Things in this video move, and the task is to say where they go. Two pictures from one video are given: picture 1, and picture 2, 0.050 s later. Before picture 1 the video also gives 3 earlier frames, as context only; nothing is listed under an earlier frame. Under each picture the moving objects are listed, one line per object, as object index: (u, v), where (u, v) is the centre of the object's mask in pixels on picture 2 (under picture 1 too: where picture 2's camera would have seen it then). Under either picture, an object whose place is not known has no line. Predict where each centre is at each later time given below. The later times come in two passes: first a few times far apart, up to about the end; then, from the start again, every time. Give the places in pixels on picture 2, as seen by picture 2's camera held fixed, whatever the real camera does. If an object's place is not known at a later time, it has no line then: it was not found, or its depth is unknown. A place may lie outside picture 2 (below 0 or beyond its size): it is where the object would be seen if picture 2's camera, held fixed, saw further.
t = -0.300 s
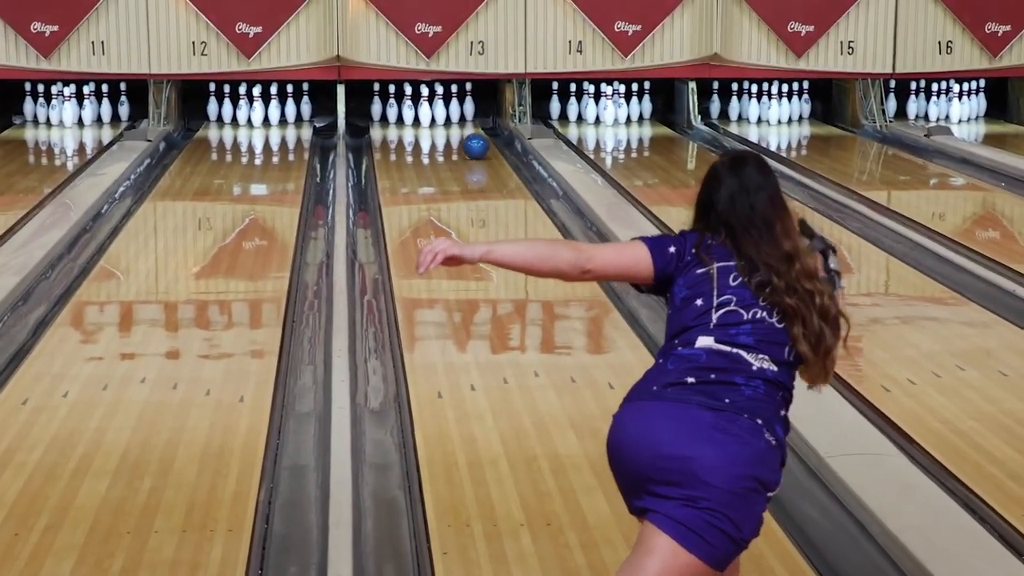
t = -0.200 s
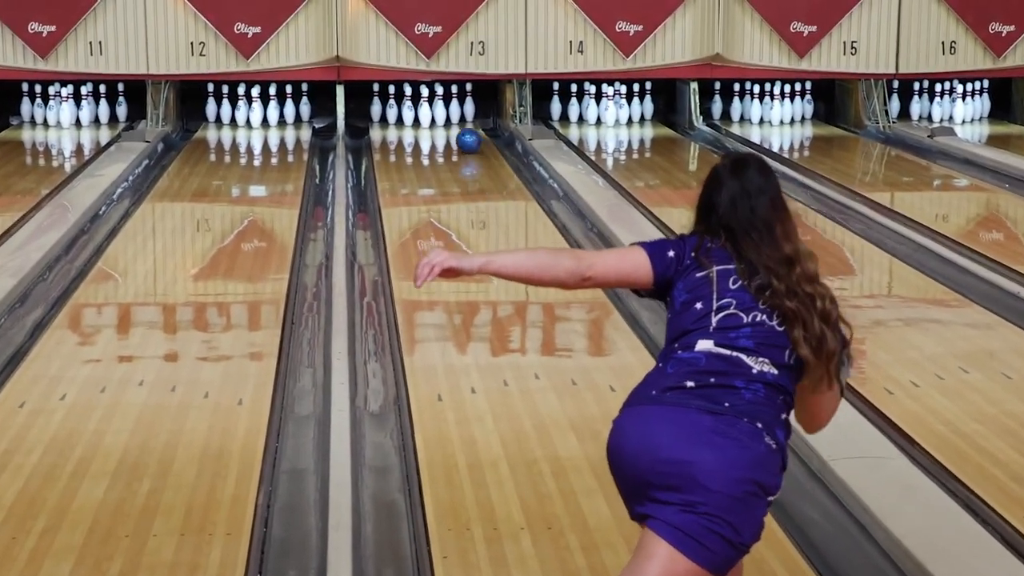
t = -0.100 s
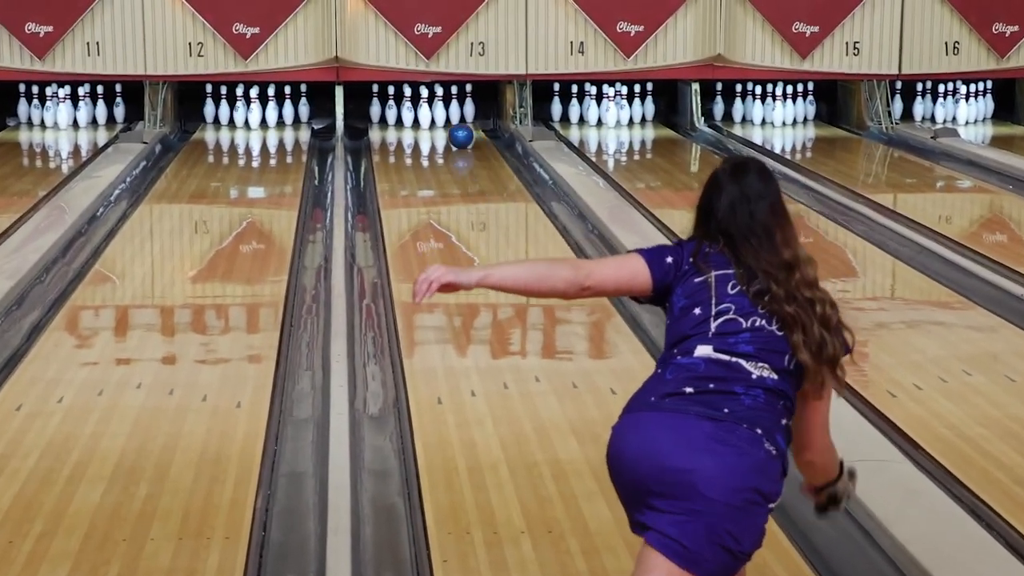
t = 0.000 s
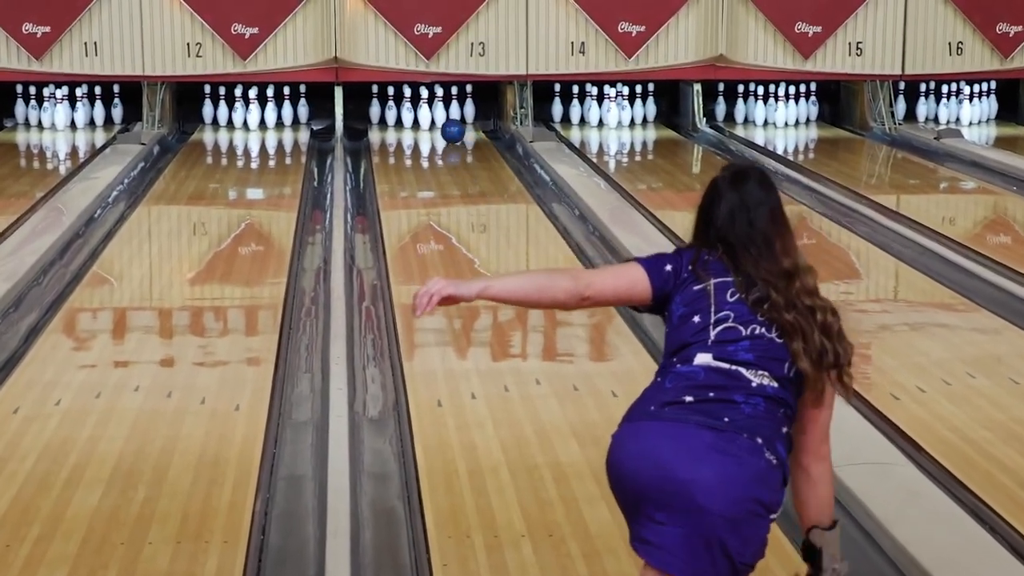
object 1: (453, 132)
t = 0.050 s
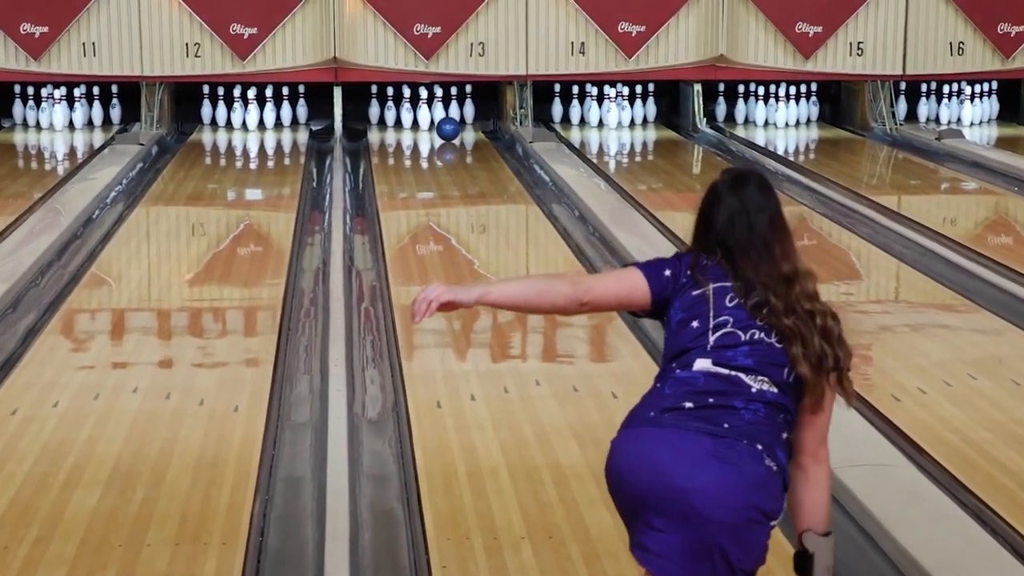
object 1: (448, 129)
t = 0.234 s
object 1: (430, 119)
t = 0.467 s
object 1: (413, 112)
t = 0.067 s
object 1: (447, 127)
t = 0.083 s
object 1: (445, 126)
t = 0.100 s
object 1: (443, 126)
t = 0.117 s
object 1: (442, 126)
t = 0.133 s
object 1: (440, 125)
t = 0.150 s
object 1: (439, 124)
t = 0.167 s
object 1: (436, 122)
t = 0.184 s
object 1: (435, 121)
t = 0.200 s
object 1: (433, 120)
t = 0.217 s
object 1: (431, 120)
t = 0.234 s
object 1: (430, 119)
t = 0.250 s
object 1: (428, 118)
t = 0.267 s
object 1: (428, 118)
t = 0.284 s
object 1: (427, 117)
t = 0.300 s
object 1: (427, 117)
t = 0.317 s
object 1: (426, 116)
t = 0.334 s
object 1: (424, 116)
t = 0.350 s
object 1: (423, 115)
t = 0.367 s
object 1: (421, 114)
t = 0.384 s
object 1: (420, 114)
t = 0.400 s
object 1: (419, 114)
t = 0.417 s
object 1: (418, 113)
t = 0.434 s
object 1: (416, 112)
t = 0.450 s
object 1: (415, 112)
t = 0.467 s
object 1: (413, 112)
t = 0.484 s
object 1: (412, 111)
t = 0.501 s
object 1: (411, 111)
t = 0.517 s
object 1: (410, 110)
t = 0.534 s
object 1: (409, 110)
